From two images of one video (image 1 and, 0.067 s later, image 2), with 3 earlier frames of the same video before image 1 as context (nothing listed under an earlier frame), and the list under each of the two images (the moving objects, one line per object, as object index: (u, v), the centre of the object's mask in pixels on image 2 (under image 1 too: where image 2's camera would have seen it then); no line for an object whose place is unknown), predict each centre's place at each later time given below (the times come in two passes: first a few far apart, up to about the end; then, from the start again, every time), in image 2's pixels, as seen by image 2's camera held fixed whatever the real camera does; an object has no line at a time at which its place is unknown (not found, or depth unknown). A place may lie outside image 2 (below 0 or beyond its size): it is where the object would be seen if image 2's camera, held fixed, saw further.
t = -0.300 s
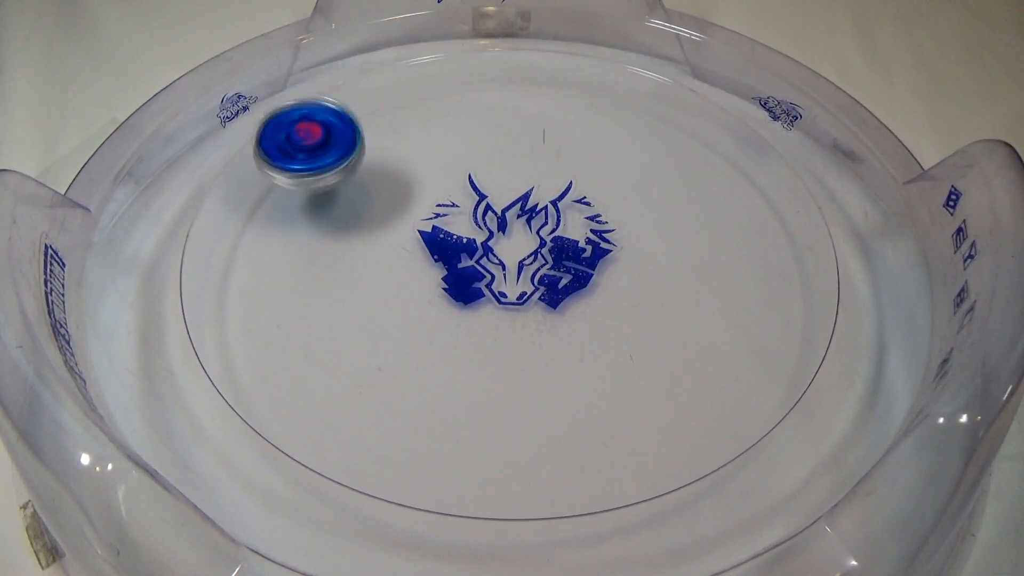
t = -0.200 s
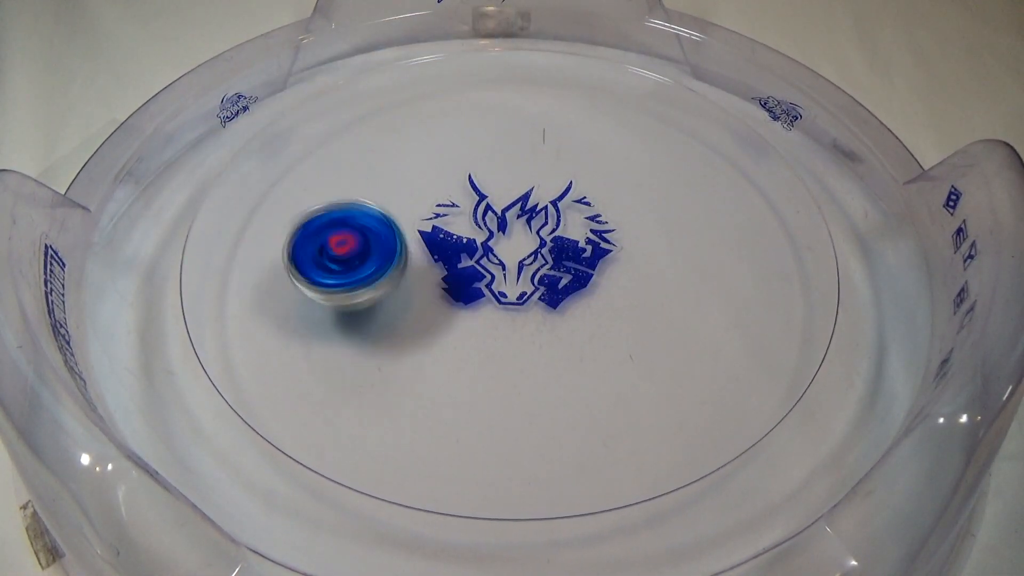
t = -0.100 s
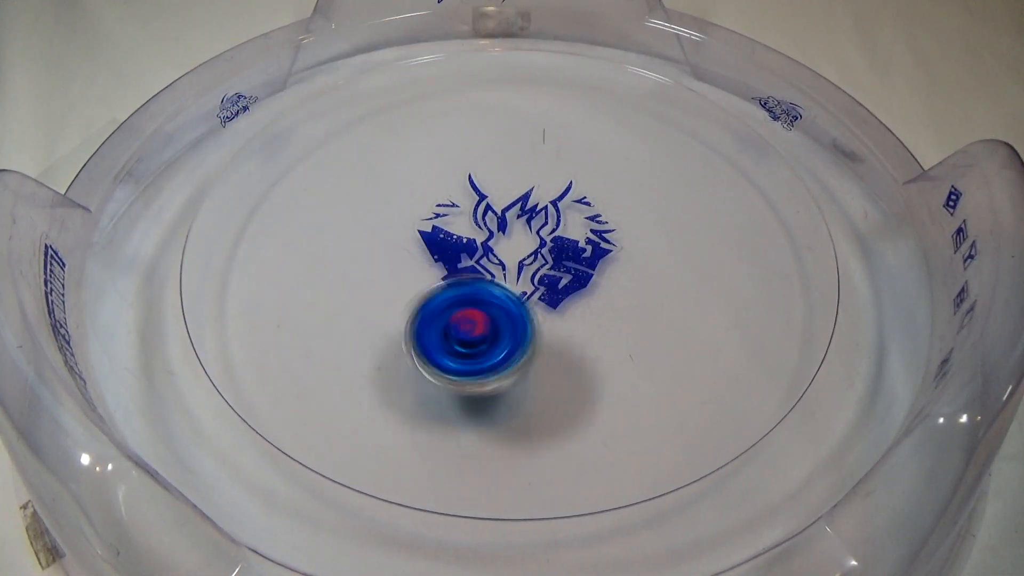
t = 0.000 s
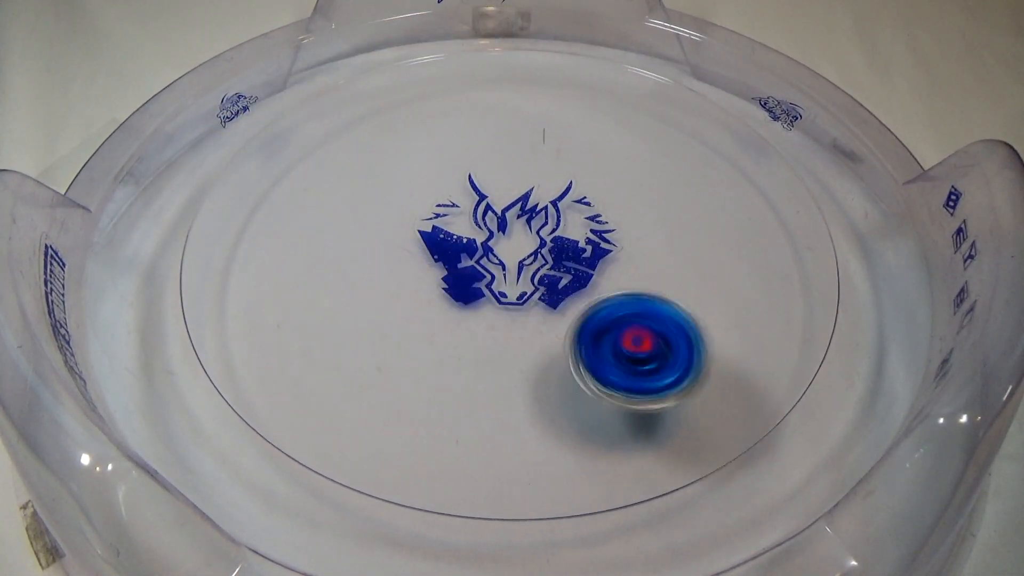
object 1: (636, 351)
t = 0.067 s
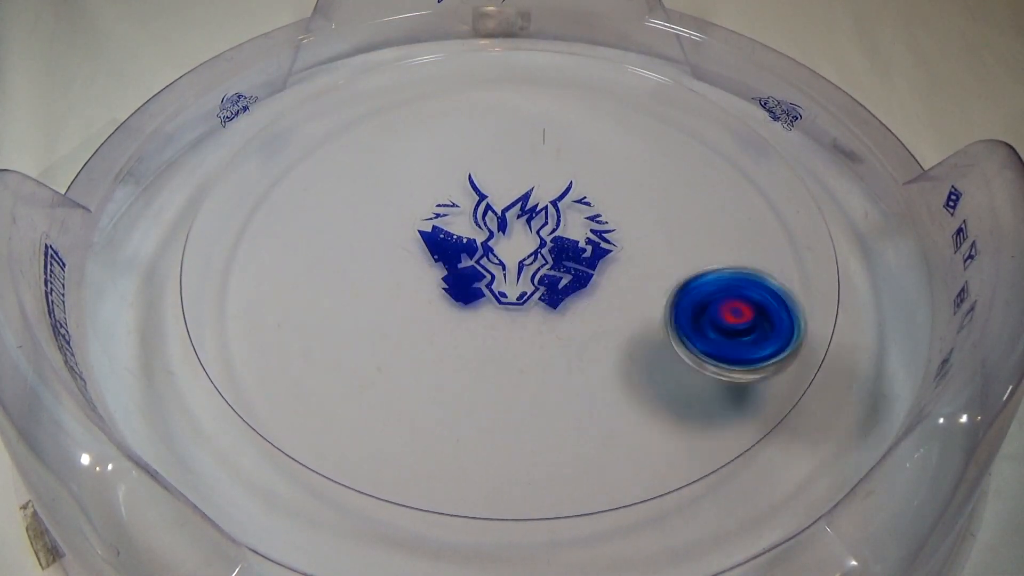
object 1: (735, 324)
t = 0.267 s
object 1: (805, 171)
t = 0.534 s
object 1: (521, 110)
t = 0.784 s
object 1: (325, 292)
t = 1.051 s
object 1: (584, 448)
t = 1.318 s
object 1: (683, 219)
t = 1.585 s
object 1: (398, 116)
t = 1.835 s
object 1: (186, 237)
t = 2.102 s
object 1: (539, 366)
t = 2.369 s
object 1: (695, 143)
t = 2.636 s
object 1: (484, 30)
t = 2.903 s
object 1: (330, 216)
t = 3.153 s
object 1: (604, 390)
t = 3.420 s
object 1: (826, 222)
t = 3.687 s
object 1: (547, 126)
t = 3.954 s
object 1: (286, 254)
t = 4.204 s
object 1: (462, 453)
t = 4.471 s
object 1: (683, 244)
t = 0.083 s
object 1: (754, 314)
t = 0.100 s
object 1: (772, 303)
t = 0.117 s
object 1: (791, 291)
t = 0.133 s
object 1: (807, 278)
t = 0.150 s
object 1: (822, 265)
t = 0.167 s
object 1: (835, 250)
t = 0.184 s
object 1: (844, 235)
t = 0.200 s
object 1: (839, 219)
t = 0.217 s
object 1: (831, 208)
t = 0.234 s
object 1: (823, 195)
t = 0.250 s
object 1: (814, 182)
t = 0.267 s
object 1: (805, 171)
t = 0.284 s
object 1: (795, 159)
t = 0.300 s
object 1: (785, 147)
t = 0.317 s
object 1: (773, 135)
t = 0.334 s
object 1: (761, 125)
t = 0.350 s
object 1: (746, 116)
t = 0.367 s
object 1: (730, 108)
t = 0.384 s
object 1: (712, 102)
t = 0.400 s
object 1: (692, 98)
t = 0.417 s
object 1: (672, 95)
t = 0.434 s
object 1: (650, 93)
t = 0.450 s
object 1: (629, 93)
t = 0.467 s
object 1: (607, 94)
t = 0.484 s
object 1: (585, 97)
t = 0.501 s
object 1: (564, 99)
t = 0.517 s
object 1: (542, 104)
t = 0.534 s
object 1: (521, 110)
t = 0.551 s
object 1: (501, 116)
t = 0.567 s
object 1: (481, 125)
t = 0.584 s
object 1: (461, 134)
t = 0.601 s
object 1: (443, 144)
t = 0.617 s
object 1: (425, 156)
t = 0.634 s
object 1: (409, 166)
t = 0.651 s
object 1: (393, 178)
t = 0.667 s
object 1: (380, 192)
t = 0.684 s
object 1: (367, 205)
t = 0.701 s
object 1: (356, 217)
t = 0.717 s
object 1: (347, 232)
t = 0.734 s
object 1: (338, 247)
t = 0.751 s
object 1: (332, 262)
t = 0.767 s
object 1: (327, 276)
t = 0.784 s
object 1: (325, 292)
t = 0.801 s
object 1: (324, 309)
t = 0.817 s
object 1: (327, 324)
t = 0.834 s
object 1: (332, 341)
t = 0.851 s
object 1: (338, 358)
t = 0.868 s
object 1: (348, 375)
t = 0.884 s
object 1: (359, 391)
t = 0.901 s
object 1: (374, 407)
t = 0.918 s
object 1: (389, 424)
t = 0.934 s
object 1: (408, 441)
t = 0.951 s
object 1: (428, 456)
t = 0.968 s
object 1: (450, 464)
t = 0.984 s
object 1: (479, 461)
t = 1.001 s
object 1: (506, 461)
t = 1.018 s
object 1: (533, 456)
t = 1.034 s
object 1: (559, 452)
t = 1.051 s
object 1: (584, 448)
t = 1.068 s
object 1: (609, 443)
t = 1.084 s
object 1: (632, 435)
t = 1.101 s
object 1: (657, 426)
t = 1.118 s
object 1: (678, 415)
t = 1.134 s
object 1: (693, 401)
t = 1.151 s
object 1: (709, 385)
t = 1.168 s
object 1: (720, 369)
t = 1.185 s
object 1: (728, 350)
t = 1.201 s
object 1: (731, 332)
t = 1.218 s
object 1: (732, 315)
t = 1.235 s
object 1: (730, 296)
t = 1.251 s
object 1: (724, 279)
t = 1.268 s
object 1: (717, 263)
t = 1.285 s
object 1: (708, 247)
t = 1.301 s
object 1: (696, 233)
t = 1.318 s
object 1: (683, 219)
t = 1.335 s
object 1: (670, 206)
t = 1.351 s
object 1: (654, 194)
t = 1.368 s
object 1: (638, 182)
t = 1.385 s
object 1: (621, 172)
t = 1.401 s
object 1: (604, 162)
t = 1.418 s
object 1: (586, 154)
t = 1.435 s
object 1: (568, 146)
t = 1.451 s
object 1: (549, 140)
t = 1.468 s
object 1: (530, 135)
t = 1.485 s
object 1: (511, 129)
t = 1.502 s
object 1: (493, 125)
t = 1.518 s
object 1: (473, 122)
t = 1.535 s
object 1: (454, 119)
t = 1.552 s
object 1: (436, 117)
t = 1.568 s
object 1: (416, 117)
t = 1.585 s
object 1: (398, 116)
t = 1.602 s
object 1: (378, 117)
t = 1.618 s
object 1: (360, 119)
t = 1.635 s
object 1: (341, 122)
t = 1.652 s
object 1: (323, 124)
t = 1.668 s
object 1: (306, 129)
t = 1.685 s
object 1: (289, 135)
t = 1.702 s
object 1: (272, 141)
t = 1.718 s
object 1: (256, 149)
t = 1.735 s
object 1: (241, 159)
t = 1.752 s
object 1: (227, 168)
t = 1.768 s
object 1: (214, 180)
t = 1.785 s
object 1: (203, 192)
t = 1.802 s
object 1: (195, 206)
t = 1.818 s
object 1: (189, 221)
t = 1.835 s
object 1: (186, 237)
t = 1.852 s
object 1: (187, 254)
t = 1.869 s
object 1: (192, 270)
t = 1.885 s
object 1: (201, 287)
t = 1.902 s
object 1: (213, 303)
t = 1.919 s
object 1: (230, 319)
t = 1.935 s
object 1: (251, 334)
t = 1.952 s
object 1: (275, 347)
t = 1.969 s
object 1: (300, 357)
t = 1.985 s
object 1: (329, 367)
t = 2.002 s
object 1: (360, 373)
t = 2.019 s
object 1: (391, 378)
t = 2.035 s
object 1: (421, 380)
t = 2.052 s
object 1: (452, 380)
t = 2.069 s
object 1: (483, 378)
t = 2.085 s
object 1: (512, 373)
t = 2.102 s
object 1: (539, 366)
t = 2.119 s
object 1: (565, 358)
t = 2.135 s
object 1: (590, 347)
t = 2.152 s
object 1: (610, 335)
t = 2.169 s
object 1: (630, 323)
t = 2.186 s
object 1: (647, 309)
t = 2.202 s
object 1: (661, 294)
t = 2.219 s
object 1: (673, 280)
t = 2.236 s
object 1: (684, 265)
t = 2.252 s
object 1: (692, 249)
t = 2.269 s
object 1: (697, 233)
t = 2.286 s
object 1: (701, 218)
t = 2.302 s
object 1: (703, 202)
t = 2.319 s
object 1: (703, 187)
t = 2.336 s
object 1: (702, 172)
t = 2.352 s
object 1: (700, 157)
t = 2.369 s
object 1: (695, 143)
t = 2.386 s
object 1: (690, 129)
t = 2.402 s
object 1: (682, 115)
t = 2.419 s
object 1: (673, 103)
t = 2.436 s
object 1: (664, 91)
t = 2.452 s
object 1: (653, 80)
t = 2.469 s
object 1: (642, 69)
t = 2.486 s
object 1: (630, 60)
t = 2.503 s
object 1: (616, 53)
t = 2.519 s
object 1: (601, 45)
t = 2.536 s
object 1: (586, 39)
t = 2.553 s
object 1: (570, 34)
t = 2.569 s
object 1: (553, 31)
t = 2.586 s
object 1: (537, 29)
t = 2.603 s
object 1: (520, 29)
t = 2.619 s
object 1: (501, 29)
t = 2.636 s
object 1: (484, 30)
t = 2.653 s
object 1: (466, 32)
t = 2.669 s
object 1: (449, 35)
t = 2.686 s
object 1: (433, 40)
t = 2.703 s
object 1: (415, 48)
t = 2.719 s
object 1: (401, 56)
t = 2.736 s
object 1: (387, 66)
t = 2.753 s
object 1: (375, 77)
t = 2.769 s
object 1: (363, 90)
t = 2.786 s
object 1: (353, 104)
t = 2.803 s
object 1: (344, 118)
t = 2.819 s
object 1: (337, 133)
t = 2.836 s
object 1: (331, 149)
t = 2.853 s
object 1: (327, 165)
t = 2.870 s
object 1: (326, 183)
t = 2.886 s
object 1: (327, 199)
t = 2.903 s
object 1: (330, 216)
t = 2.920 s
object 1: (334, 233)
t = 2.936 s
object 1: (341, 251)
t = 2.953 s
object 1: (350, 267)
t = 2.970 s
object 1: (361, 283)
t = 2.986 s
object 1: (374, 299)
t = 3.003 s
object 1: (388, 313)
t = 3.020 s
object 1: (407, 329)
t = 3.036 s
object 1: (426, 340)
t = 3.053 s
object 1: (446, 352)
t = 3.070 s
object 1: (469, 363)
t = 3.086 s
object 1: (494, 372)
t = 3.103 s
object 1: (520, 380)
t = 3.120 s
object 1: (546, 385)
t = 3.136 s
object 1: (574, 389)
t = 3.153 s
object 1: (604, 390)
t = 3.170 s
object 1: (630, 390)
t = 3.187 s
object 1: (658, 388)
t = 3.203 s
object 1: (686, 385)
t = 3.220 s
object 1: (713, 381)
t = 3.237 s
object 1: (739, 374)
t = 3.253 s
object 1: (763, 366)
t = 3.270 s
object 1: (784, 356)
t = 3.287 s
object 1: (806, 346)
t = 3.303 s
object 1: (820, 331)
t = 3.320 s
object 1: (825, 315)
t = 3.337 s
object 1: (828, 300)
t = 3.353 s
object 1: (830, 284)
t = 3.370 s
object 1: (832, 268)
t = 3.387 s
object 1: (833, 253)
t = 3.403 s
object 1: (831, 237)
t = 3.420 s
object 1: (826, 222)
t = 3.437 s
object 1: (818, 208)
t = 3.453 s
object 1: (808, 194)
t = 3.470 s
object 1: (795, 182)
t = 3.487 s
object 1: (782, 171)
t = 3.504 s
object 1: (766, 161)
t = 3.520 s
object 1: (748, 152)
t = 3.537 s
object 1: (730, 144)
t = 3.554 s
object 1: (711, 138)
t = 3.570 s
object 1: (691, 133)
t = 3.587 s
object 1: (671, 128)
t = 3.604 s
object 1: (650, 126)
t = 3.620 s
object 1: (630, 124)
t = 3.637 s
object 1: (608, 123)
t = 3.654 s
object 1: (588, 123)
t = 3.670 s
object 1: (567, 124)
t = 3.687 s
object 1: (547, 126)
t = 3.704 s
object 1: (526, 128)
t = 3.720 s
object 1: (505, 131)
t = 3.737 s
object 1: (486, 135)
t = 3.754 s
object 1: (466, 139)
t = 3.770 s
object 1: (447, 145)
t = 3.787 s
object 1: (429, 151)
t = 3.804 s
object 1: (411, 158)
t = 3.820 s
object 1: (394, 165)
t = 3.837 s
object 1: (377, 174)
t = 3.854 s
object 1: (361, 183)
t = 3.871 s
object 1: (345, 193)
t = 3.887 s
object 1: (332, 203)
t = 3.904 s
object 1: (318, 215)
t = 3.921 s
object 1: (305, 228)
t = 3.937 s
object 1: (295, 239)
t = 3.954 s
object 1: (286, 254)
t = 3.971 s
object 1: (278, 268)
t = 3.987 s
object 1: (274, 283)
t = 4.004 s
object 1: (270, 300)
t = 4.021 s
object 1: (269, 317)
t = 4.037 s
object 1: (271, 335)
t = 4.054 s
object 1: (274, 353)
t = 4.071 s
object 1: (280, 370)
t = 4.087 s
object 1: (291, 388)
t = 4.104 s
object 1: (303, 404)
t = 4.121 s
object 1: (321, 421)
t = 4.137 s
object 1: (343, 434)
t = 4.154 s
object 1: (372, 442)
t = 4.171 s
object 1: (400, 447)
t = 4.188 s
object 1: (433, 451)
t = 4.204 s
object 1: (462, 453)
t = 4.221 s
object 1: (492, 451)
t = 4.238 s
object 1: (523, 446)
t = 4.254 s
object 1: (549, 440)
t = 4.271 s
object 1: (577, 430)
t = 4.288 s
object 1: (599, 418)
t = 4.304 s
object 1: (620, 404)
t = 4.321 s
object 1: (637, 390)
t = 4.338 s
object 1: (653, 374)
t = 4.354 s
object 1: (665, 358)
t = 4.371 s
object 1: (674, 342)
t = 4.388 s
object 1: (681, 325)
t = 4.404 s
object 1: (685, 308)
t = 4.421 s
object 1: (688, 291)
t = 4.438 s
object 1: (688, 275)
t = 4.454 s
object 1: (686, 260)
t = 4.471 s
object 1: (683, 244)
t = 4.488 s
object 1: (677, 229)
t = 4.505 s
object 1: (670, 215)
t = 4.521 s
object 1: (663, 202)
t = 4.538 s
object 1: (653, 188)
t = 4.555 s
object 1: (644, 176)
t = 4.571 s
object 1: (633, 164)
